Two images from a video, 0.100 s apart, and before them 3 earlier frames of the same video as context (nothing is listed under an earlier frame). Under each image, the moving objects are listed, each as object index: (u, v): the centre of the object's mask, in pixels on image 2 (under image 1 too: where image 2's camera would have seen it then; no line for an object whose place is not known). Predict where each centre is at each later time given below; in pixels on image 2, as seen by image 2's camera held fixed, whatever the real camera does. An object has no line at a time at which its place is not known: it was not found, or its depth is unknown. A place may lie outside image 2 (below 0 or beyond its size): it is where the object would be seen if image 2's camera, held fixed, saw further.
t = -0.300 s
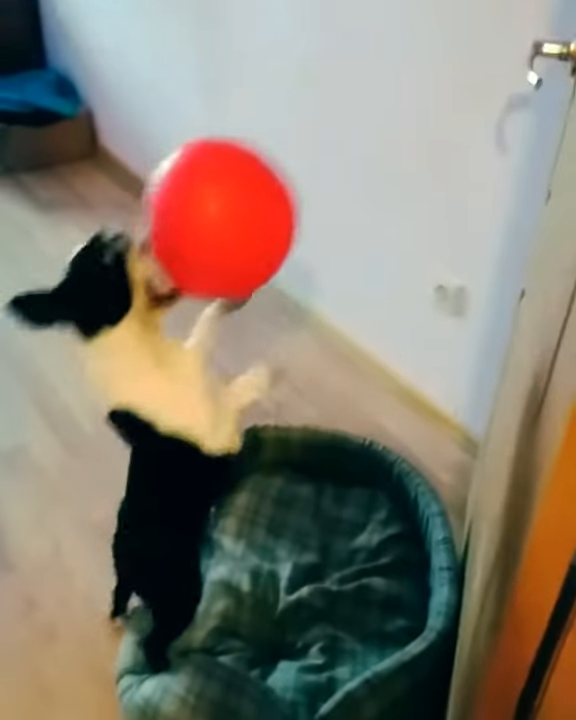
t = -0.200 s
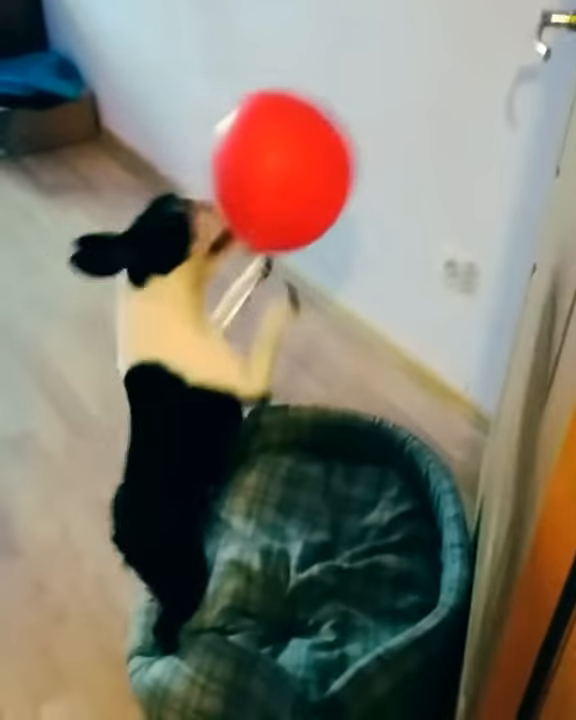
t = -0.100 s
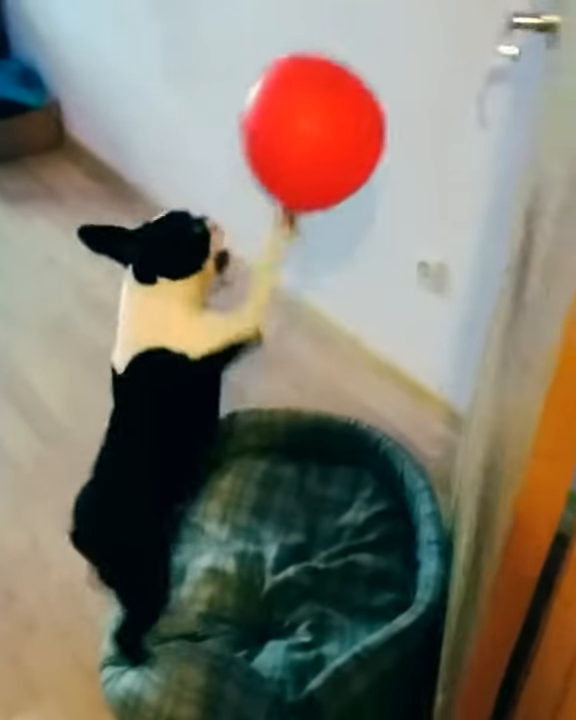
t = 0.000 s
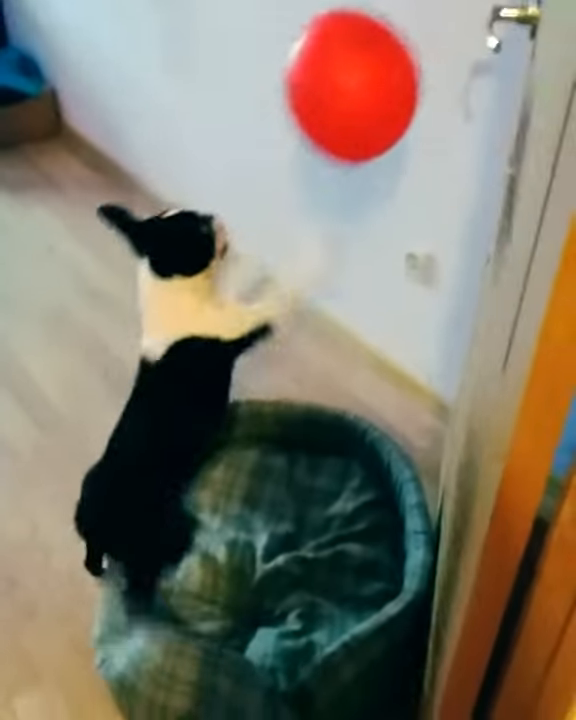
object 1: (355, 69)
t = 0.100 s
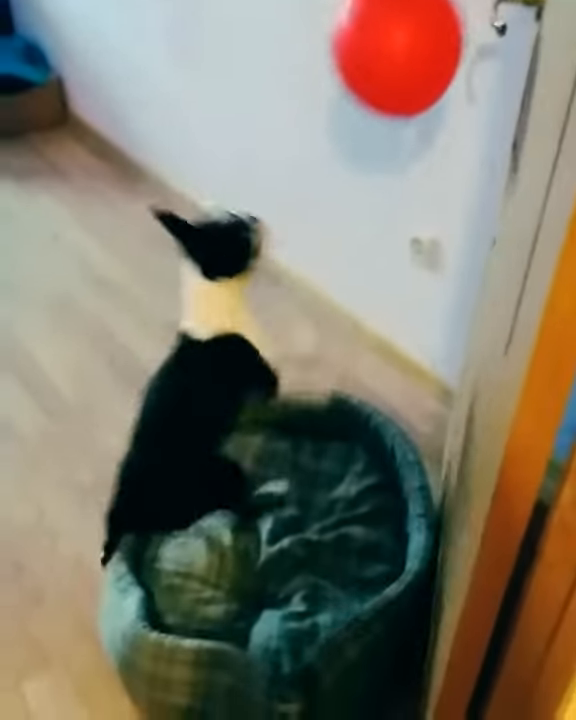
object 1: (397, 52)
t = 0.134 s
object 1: (409, 49)
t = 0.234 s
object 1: (439, 30)
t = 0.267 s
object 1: (445, 26)
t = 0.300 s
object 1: (450, 21)
